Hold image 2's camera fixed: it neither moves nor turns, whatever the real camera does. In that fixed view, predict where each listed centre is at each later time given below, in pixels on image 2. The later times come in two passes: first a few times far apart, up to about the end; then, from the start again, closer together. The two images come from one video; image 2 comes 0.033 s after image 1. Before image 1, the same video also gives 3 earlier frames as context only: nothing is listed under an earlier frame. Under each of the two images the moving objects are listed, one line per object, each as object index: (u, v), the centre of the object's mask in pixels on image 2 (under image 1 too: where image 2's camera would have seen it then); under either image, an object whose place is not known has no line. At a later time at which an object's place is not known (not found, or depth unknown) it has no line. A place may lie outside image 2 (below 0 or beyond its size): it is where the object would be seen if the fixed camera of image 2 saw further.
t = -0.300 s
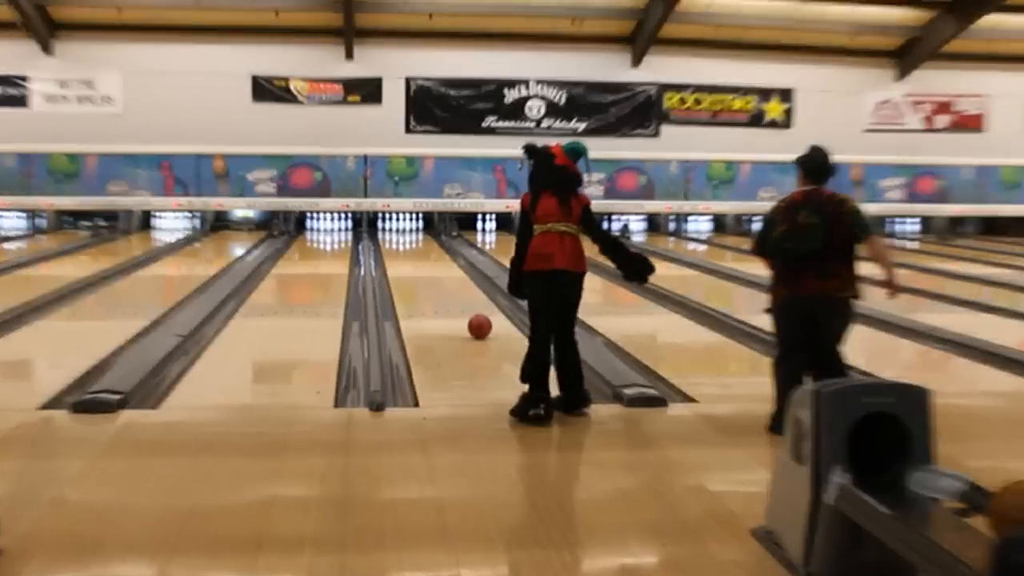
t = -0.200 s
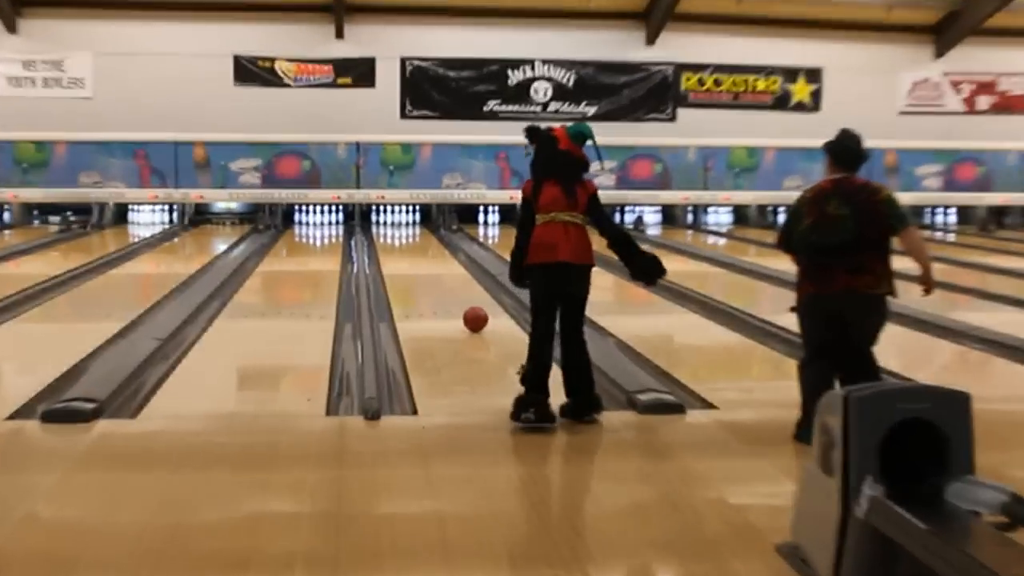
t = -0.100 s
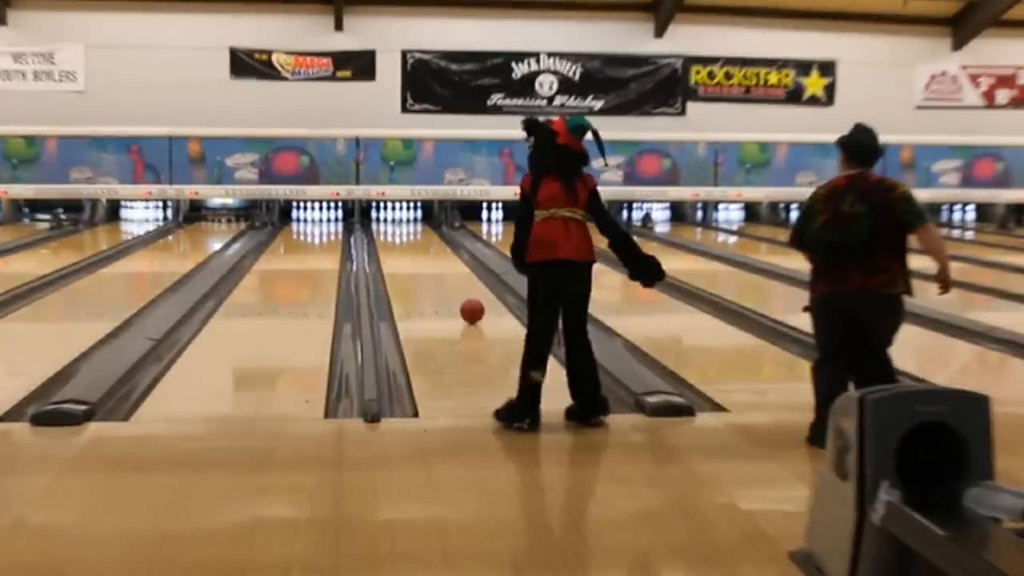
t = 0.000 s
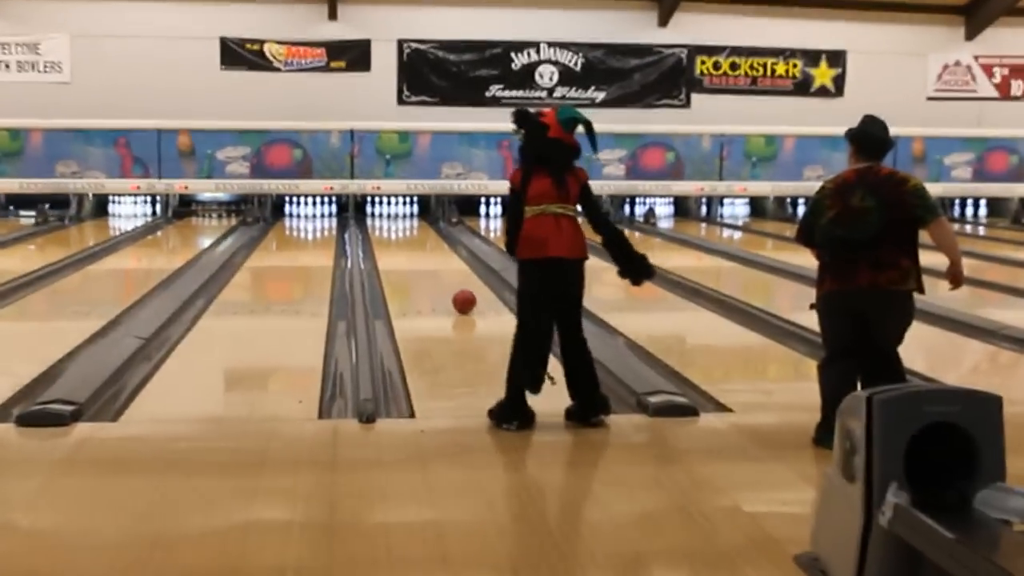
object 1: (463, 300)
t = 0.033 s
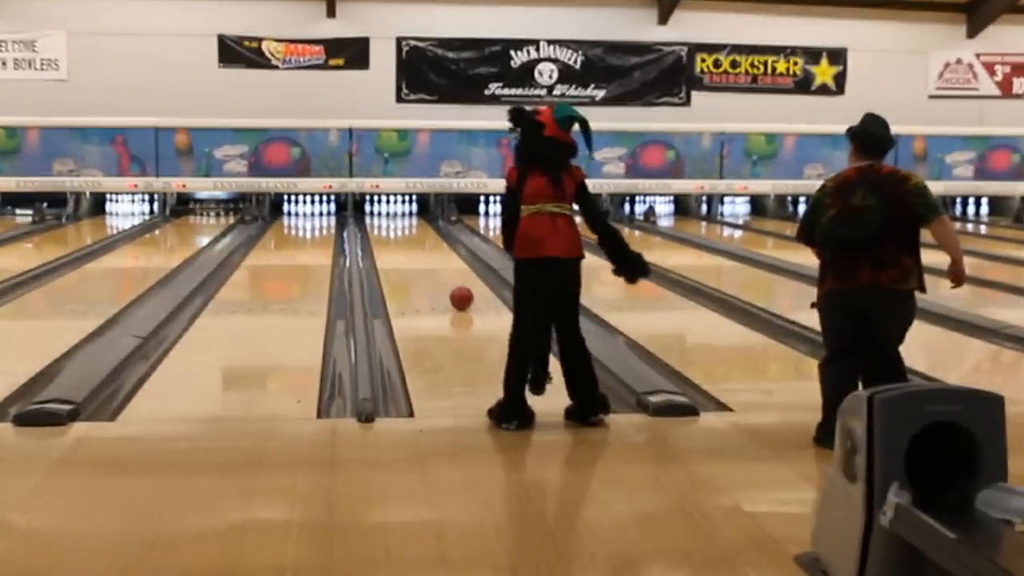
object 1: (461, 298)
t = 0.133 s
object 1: (456, 291)
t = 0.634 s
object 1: (436, 261)
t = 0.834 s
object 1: (431, 253)
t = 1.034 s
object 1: (426, 248)
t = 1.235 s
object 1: (422, 240)
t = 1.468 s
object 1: (417, 233)
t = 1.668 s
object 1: (414, 227)
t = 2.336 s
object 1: (410, 216)
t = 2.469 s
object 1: (408, 214)
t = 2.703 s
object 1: (407, 212)
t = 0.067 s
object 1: (459, 296)
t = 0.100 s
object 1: (457, 294)
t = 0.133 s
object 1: (456, 291)
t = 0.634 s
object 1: (436, 261)
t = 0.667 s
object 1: (435, 260)
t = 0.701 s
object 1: (434, 259)
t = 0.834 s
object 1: (431, 253)
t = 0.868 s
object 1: (430, 252)
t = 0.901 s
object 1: (430, 250)
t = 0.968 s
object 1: (428, 249)
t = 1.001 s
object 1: (427, 248)
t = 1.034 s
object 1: (426, 248)
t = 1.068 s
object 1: (426, 246)
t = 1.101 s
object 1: (425, 245)
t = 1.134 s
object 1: (424, 244)
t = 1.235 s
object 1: (422, 240)
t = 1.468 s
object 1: (417, 233)
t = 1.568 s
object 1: (415, 230)
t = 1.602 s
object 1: (415, 230)
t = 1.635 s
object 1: (414, 228)
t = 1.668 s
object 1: (414, 227)
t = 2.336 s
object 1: (410, 216)
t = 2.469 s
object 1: (408, 214)
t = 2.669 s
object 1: (406, 212)
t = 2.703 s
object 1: (407, 212)
